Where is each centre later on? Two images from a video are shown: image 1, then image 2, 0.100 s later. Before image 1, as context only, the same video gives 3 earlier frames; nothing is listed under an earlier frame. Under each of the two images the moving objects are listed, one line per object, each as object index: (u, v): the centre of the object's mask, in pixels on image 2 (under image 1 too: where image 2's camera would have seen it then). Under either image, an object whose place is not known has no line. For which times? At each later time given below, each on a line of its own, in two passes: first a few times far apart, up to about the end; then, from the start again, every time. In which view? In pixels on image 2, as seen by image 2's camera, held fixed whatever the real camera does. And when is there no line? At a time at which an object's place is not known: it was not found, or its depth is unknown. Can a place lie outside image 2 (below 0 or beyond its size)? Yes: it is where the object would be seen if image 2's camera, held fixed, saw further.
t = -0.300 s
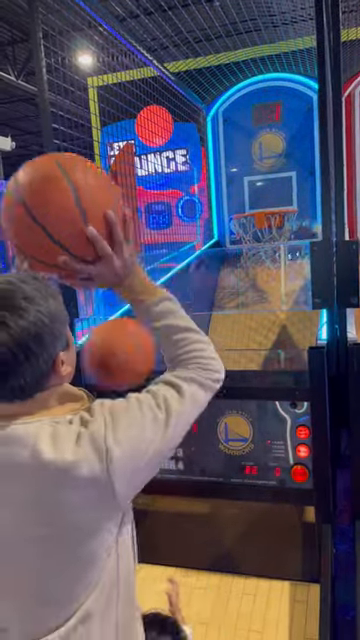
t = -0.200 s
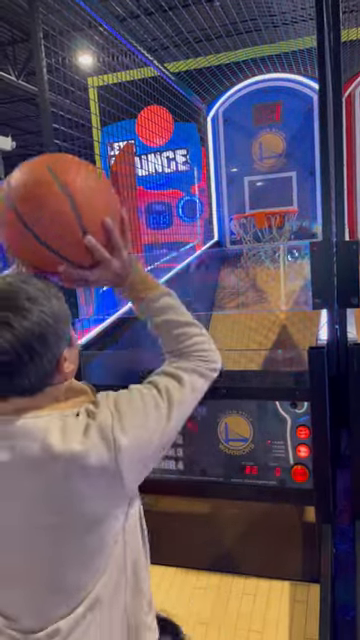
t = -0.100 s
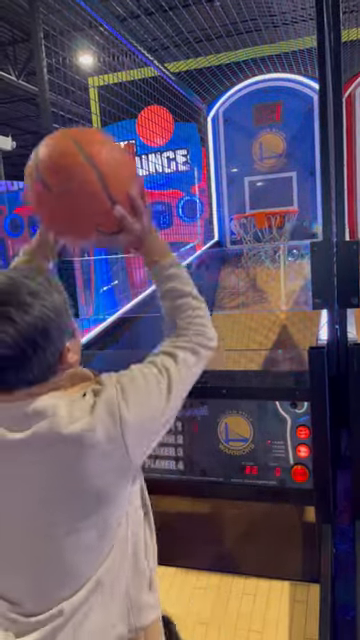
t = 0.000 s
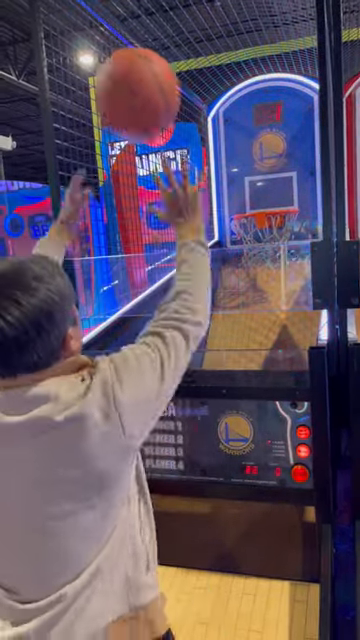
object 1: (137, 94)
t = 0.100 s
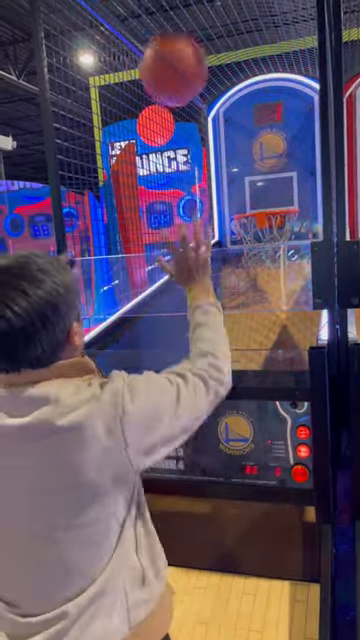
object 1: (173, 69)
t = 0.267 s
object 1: (212, 95)
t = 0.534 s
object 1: (248, 200)
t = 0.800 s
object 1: (307, 163)
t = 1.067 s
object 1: (266, 190)
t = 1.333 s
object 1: (245, 196)
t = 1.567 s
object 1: (262, 198)
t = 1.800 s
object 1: (282, 230)
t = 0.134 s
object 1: (183, 69)
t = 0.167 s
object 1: (192, 72)
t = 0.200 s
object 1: (199, 78)
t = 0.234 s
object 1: (206, 85)
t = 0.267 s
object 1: (212, 95)
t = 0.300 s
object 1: (218, 105)
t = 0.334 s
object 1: (223, 117)
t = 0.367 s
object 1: (228, 130)
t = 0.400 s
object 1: (233, 144)
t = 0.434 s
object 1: (237, 157)
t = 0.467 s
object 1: (241, 174)
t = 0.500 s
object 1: (244, 189)
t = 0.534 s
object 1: (248, 200)
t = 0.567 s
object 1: (260, 193)
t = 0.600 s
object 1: (271, 184)
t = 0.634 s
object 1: (283, 177)
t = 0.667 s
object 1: (295, 172)
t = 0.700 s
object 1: (306, 168)
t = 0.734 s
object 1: (312, 166)
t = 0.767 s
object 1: (310, 164)
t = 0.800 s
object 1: (307, 163)
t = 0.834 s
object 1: (303, 164)
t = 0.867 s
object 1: (298, 168)
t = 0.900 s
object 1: (291, 173)
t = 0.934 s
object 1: (285, 178)
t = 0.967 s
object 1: (279, 189)
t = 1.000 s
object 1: (274, 195)
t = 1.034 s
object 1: (271, 194)
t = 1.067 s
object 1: (266, 190)
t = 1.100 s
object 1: (261, 189)
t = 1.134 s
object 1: (257, 190)
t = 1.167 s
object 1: (251, 192)
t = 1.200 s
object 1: (247, 196)
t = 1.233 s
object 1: (244, 199)
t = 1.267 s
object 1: (243, 198)
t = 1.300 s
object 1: (245, 197)
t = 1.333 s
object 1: (245, 196)
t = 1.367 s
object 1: (247, 196)
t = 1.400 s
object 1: (247, 197)
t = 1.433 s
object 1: (249, 197)
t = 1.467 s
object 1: (251, 197)
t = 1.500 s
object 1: (255, 198)
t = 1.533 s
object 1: (259, 199)
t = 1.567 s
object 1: (262, 198)
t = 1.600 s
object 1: (266, 198)
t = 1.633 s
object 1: (268, 200)
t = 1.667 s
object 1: (270, 202)
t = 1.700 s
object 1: (273, 205)
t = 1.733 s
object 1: (279, 221)
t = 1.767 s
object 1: (281, 227)
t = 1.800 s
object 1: (282, 230)
